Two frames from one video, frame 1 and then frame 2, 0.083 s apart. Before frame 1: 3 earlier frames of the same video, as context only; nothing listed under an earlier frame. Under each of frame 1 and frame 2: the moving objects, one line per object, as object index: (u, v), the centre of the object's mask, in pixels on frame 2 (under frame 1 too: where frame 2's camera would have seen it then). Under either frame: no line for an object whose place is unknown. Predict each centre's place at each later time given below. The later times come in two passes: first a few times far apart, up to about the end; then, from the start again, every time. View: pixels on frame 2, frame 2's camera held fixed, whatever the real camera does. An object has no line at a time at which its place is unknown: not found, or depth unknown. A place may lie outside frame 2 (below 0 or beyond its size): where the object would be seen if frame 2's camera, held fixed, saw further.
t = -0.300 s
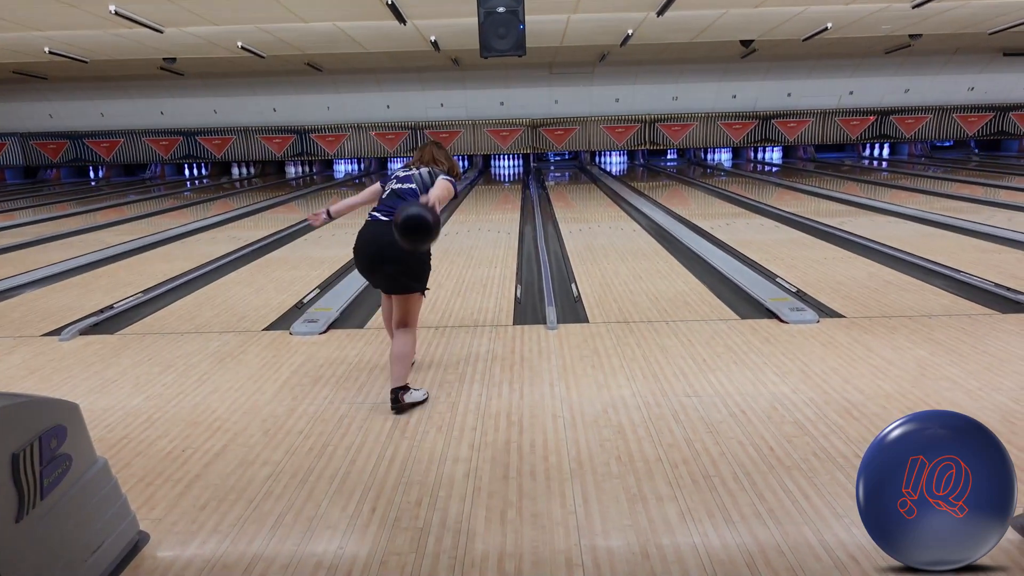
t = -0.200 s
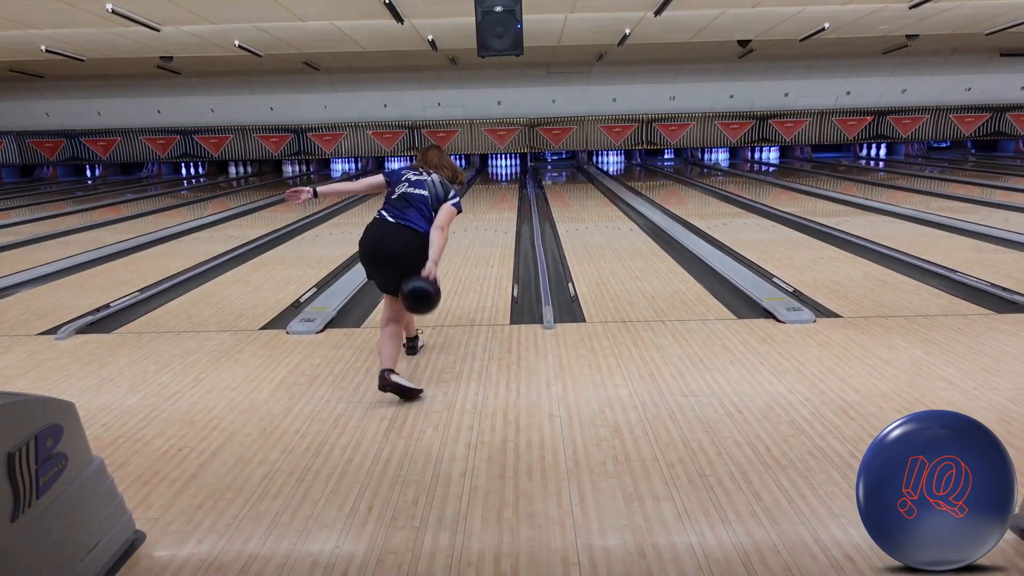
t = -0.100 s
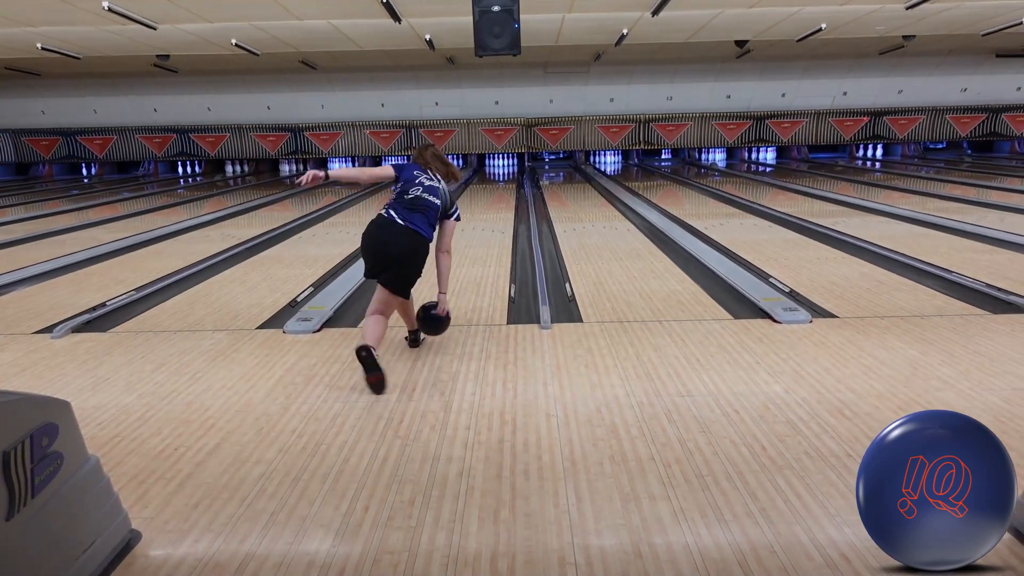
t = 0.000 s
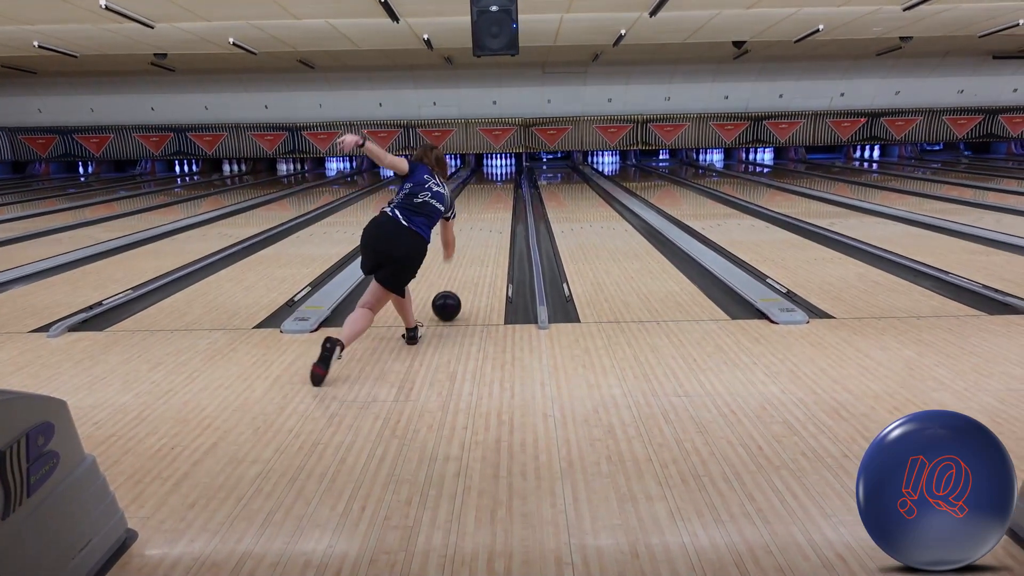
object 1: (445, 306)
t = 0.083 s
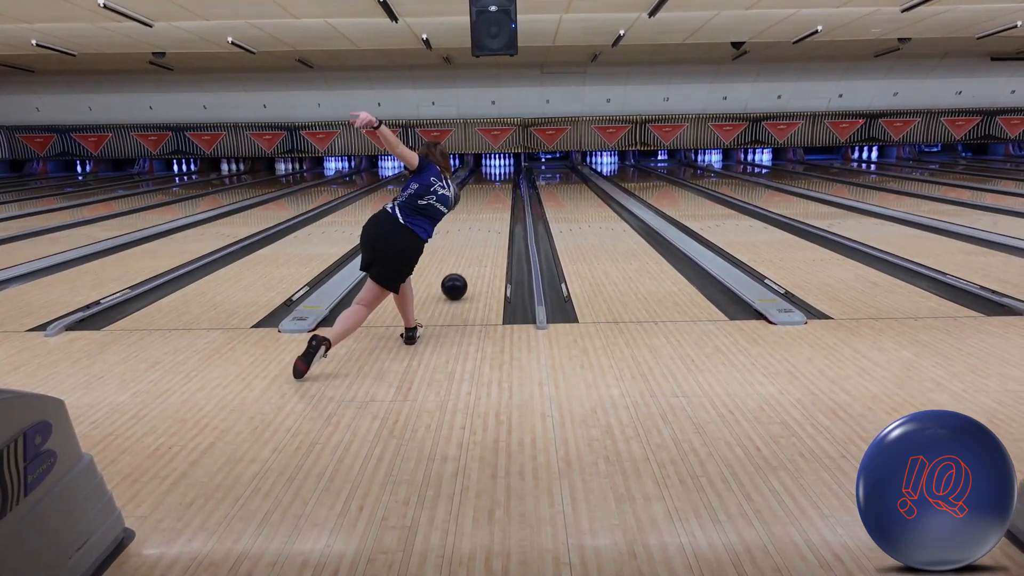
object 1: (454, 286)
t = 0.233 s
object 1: (467, 259)
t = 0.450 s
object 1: (479, 233)
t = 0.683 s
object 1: (488, 214)
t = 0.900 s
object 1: (493, 202)
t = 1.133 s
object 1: (497, 192)
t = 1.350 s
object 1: (499, 185)
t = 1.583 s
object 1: (502, 179)
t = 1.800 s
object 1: (503, 175)
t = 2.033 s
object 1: (503, 171)
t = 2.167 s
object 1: (502, 169)
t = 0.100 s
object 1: (456, 283)
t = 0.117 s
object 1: (457, 280)
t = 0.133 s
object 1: (459, 276)
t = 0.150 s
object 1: (460, 273)
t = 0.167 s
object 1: (462, 270)
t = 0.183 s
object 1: (463, 267)
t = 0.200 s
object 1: (464, 265)
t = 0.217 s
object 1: (466, 262)
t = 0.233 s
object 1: (467, 259)
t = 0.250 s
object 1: (468, 257)
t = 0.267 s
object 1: (469, 255)
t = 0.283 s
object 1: (470, 252)
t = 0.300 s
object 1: (471, 250)
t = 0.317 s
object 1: (472, 248)
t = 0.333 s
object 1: (473, 246)
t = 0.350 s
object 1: (474, 244)
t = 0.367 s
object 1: (475, 242)
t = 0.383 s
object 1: (476, 240)
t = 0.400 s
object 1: (477, 238)
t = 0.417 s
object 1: (478, 237)
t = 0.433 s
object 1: (479, 235)
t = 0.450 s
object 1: (479, 233)
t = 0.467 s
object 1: (480, 232)
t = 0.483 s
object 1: (481, 230)
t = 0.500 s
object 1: (481, 229)
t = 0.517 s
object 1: (482, 227)
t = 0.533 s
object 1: (483, 226)
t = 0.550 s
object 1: (483, 224)
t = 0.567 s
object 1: (484, 223)
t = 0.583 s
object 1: (485, 222)
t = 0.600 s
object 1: (485, 220)
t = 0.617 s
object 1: (486, 219)
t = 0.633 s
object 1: (486, 218)
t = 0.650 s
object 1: (487, 216)
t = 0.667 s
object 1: (487, 215)
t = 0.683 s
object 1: (488, 214)
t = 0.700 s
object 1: (488, 213)
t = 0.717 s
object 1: (489, 212)
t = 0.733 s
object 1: (489, 211)
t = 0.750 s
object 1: (489, 210)
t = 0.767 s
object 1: (490, 209)
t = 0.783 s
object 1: (490, 208)
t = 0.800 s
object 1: (491, 207)
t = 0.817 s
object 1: (491, 206)
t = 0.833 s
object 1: (491, 205)
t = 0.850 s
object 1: (492, 204)
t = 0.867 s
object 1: (492, 203)
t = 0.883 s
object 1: (492, 202)
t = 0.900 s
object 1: (493, 202)
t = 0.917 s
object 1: (493, 201)
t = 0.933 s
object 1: (493, 200)
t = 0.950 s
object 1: (494, 199)
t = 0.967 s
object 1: (494, 198)
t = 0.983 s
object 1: (494, 198)
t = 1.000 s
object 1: (495, 197)
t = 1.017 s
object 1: (495, 196)
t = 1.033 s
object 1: (495, 196)
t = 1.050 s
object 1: (495, 195)
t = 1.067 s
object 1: (496, 194)
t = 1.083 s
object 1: (496, 194)
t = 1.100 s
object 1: (496, 193)
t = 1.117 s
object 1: (496, 192)
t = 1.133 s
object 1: (497, 192)
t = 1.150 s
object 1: (497, 191)
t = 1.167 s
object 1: (497, 191)
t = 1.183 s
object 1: (497, 190)
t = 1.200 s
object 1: (498, 190)
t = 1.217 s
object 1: (498, 189)
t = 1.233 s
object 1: (498, 188)
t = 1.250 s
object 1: (498, 188)
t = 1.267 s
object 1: (499, 187)
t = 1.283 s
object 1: (499, 187)
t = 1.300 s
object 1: (499, 186)
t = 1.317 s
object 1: (499, 186)
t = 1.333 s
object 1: (499, 186)
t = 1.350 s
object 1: (499, 185)
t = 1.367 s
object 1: (500, 185)
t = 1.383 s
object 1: (500, 184)
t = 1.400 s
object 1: (500, 183)
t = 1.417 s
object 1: (500, 183)
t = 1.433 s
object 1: (500, 182)
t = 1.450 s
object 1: (500, 182)
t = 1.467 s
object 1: (501, 182)
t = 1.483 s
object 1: (501, 181)
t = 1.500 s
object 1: (501, 180)
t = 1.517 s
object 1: (501, 180)
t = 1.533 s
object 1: (502, 179)
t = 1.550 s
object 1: (502, 179)
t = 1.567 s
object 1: (502, 179)
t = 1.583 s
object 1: (502, 179)
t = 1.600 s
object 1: (502, 178)
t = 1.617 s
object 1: (502, 178)
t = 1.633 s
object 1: (502, 178)
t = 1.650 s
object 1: (502, 177)
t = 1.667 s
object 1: (502, 177)
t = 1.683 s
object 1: (502, 177)
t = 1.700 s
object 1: (502, 177)
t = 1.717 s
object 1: (502, 176)
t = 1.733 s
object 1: (502, 176)
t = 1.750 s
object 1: (502, 176)
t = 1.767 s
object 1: (502, 176)
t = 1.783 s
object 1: (502, 175)
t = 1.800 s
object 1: (503, 175)
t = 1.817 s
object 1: (503, 174)
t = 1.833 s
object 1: (503, 174)
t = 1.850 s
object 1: (504, 174)
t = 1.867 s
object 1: (503, 174)
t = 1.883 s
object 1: (503, 173)
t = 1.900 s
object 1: (503, 173)
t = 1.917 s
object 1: (503, 173)
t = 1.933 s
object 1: (503, 172)
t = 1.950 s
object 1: (503, 172)
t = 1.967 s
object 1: (503, 172)
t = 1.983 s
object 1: (503, 171)
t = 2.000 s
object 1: (503, 172)
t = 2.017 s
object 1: (503, 171)
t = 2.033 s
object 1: (503, 171)
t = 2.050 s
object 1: (503, 171)
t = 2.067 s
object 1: (503, 170)
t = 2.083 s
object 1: (503, 170)
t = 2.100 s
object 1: (503, 170)
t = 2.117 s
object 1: (503, 169)
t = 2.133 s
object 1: (502, 169)
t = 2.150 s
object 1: (502, 169)
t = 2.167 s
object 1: (502, 169)
